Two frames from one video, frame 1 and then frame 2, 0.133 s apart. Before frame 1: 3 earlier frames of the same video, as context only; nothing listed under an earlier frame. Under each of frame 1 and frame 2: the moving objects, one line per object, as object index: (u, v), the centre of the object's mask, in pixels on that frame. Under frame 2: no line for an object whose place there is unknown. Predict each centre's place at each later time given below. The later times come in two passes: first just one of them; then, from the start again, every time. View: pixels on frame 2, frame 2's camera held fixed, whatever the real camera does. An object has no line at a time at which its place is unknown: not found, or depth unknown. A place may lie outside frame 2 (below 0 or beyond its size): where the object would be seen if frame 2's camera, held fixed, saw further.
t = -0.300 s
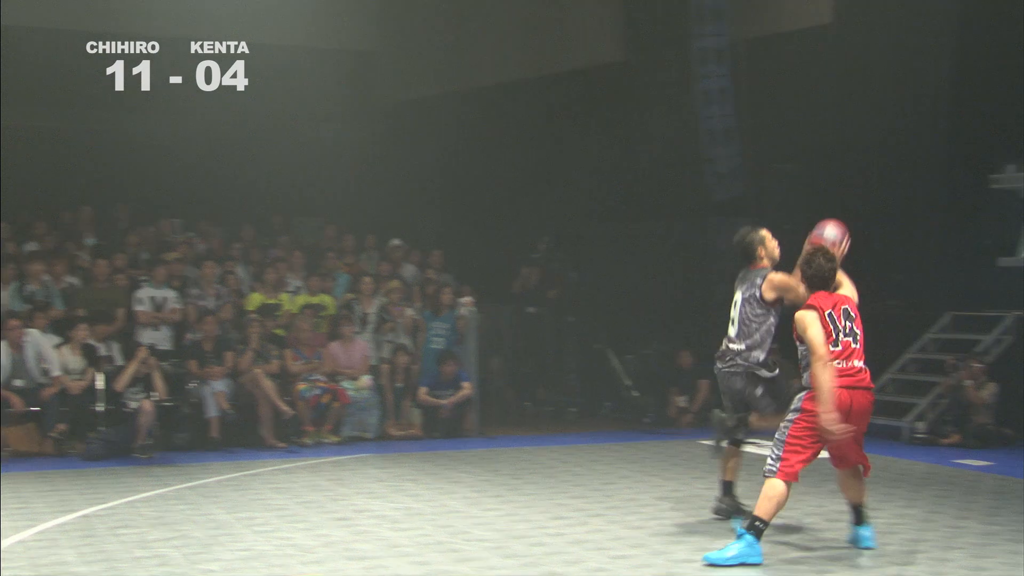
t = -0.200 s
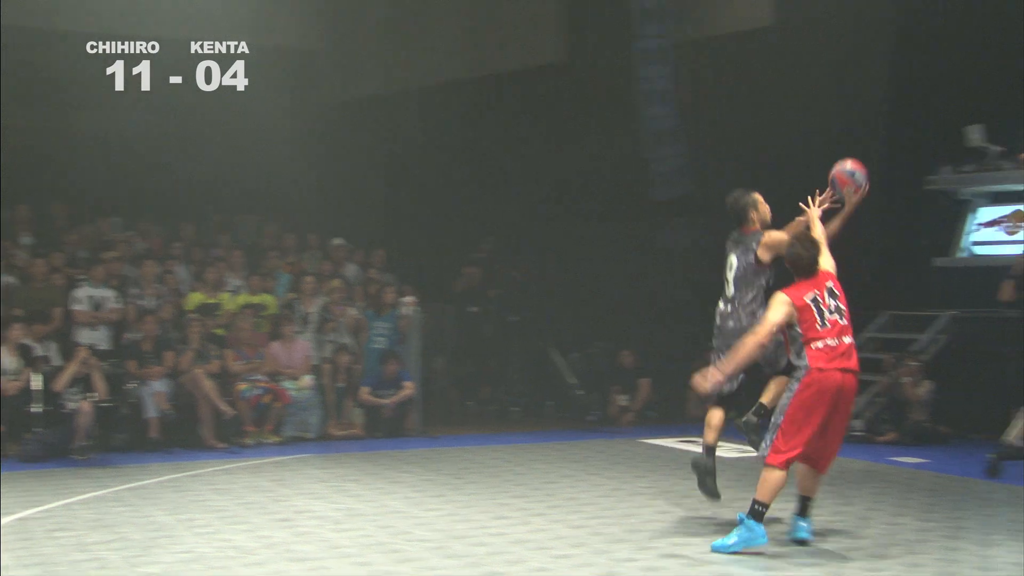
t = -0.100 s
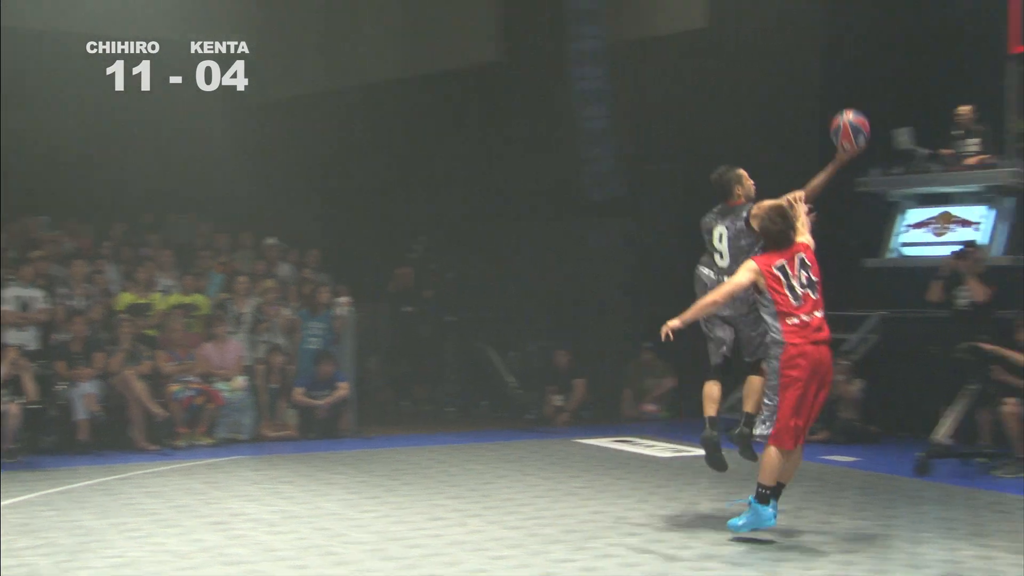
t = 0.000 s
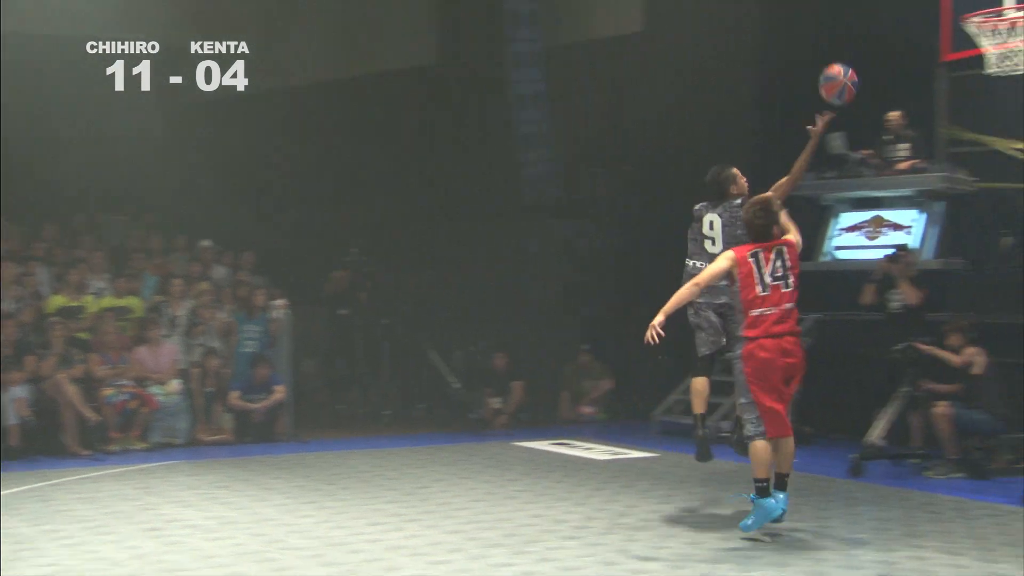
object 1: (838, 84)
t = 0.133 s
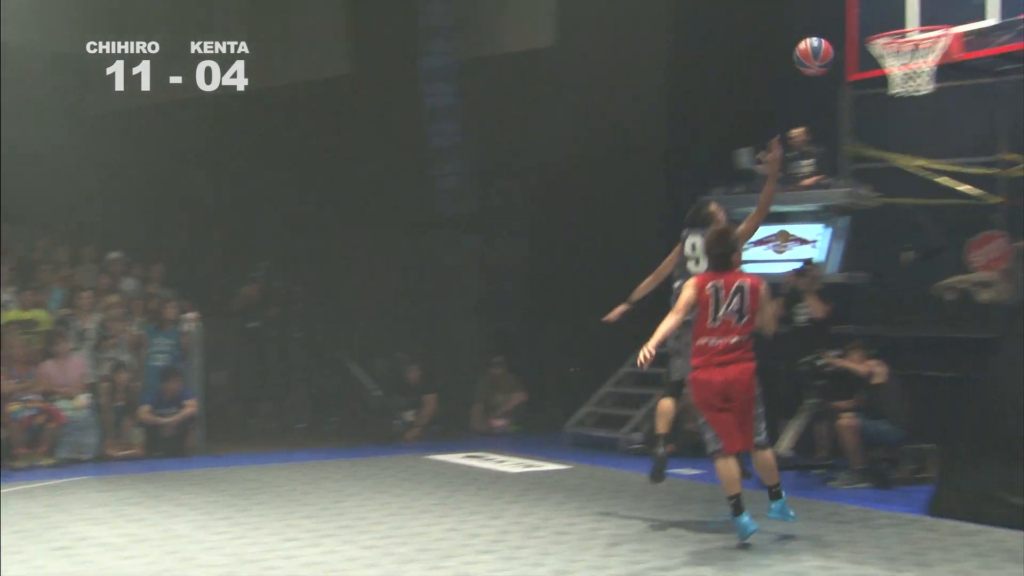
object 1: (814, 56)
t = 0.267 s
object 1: (876, 30)
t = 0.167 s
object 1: (830, 49)
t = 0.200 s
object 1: (846, 42)
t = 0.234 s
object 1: (860, 36)
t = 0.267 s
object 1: (876, 30)
